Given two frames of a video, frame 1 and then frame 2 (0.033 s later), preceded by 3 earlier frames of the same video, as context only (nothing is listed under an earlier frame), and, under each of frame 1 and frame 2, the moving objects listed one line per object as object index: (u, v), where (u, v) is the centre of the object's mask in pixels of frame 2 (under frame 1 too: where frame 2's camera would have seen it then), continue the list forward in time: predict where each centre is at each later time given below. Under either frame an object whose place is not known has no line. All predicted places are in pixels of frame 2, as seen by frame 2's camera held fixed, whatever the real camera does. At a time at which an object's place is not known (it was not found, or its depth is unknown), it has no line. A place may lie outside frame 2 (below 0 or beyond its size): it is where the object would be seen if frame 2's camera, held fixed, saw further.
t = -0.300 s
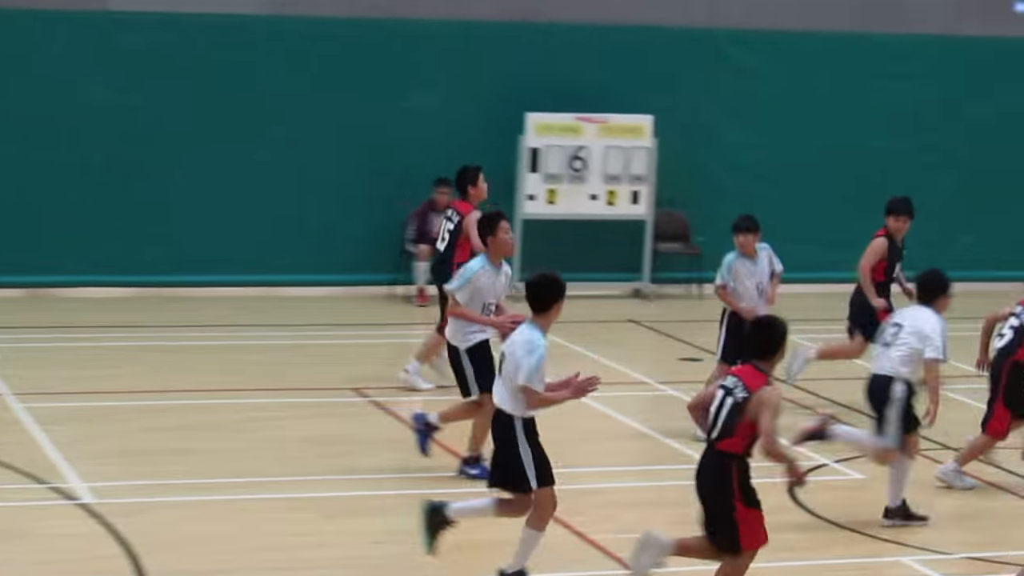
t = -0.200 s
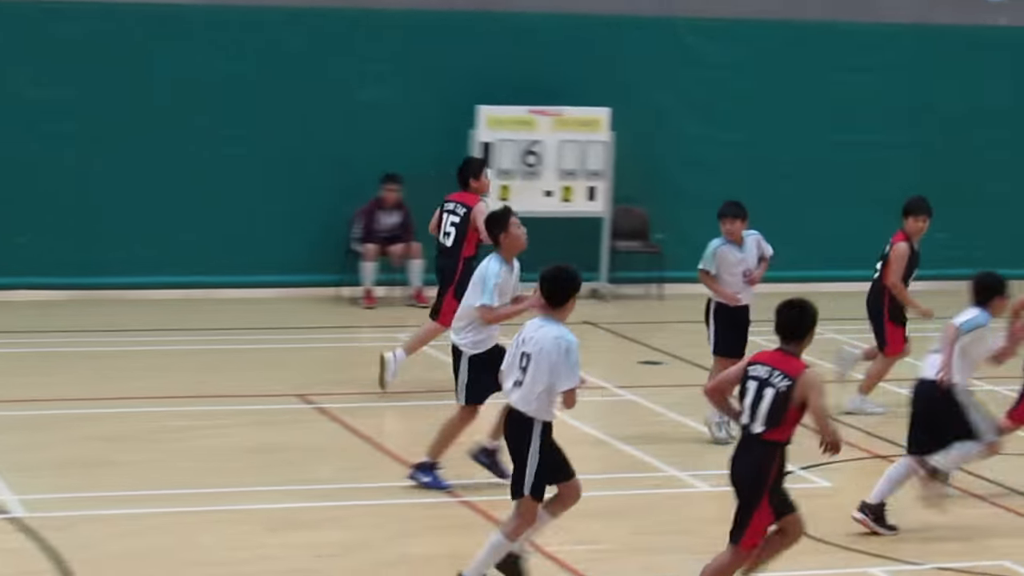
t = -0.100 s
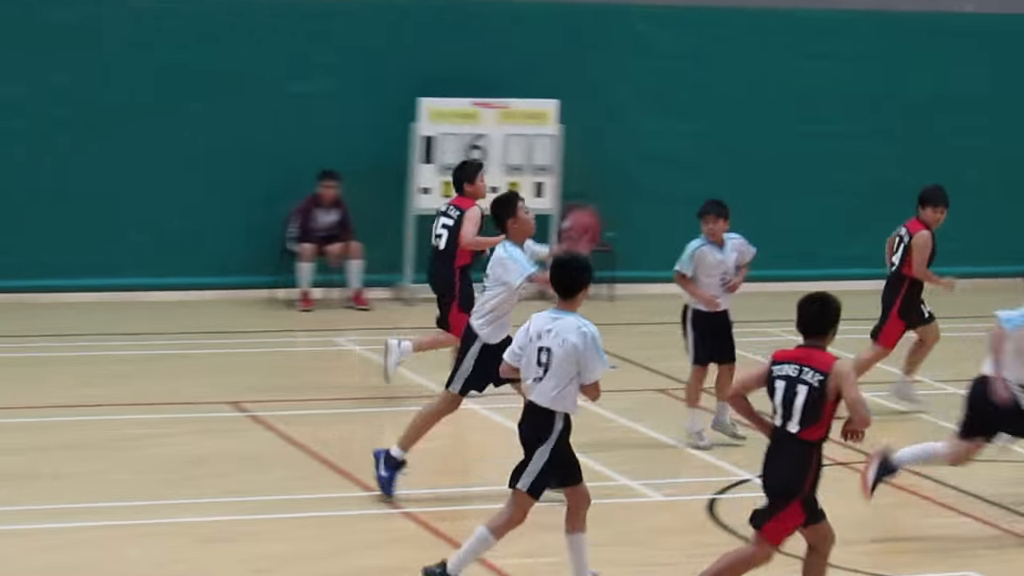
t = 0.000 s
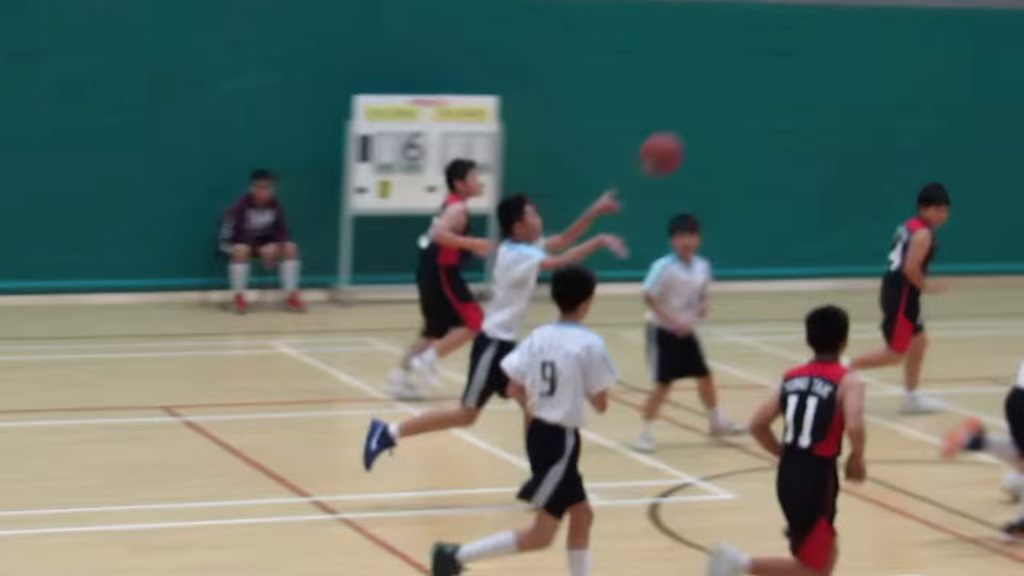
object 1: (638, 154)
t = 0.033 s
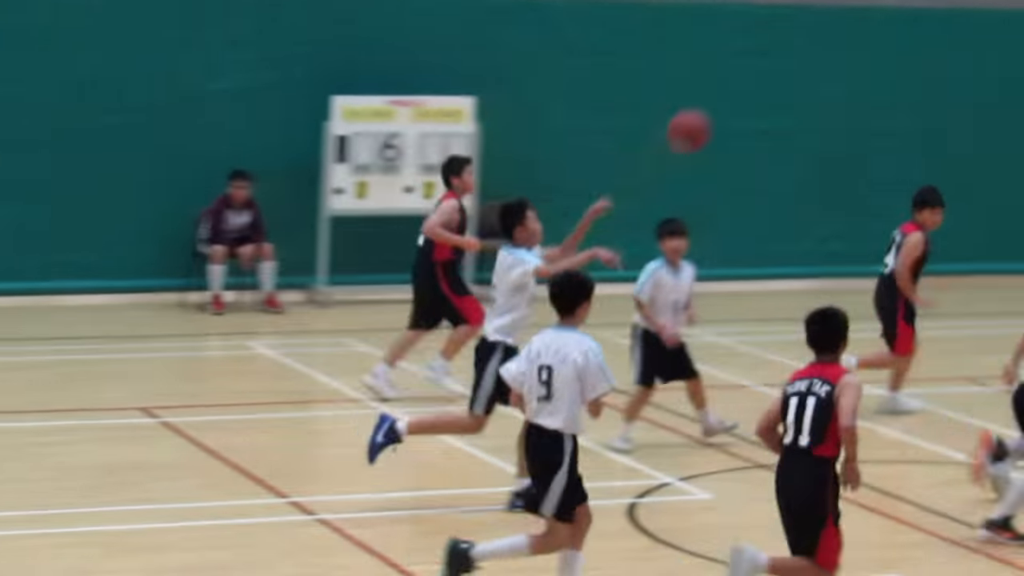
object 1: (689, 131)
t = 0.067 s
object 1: (738, 109)
